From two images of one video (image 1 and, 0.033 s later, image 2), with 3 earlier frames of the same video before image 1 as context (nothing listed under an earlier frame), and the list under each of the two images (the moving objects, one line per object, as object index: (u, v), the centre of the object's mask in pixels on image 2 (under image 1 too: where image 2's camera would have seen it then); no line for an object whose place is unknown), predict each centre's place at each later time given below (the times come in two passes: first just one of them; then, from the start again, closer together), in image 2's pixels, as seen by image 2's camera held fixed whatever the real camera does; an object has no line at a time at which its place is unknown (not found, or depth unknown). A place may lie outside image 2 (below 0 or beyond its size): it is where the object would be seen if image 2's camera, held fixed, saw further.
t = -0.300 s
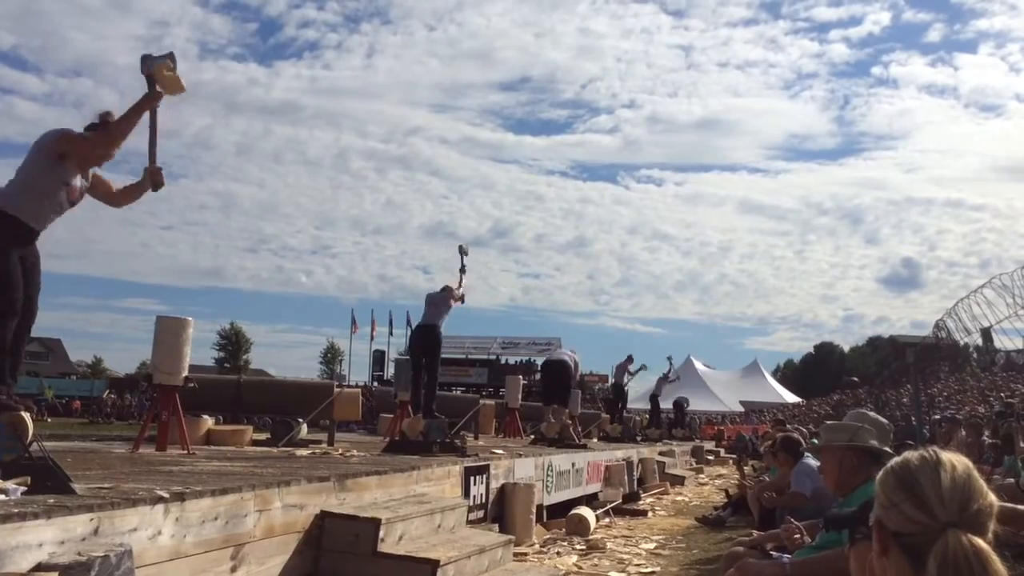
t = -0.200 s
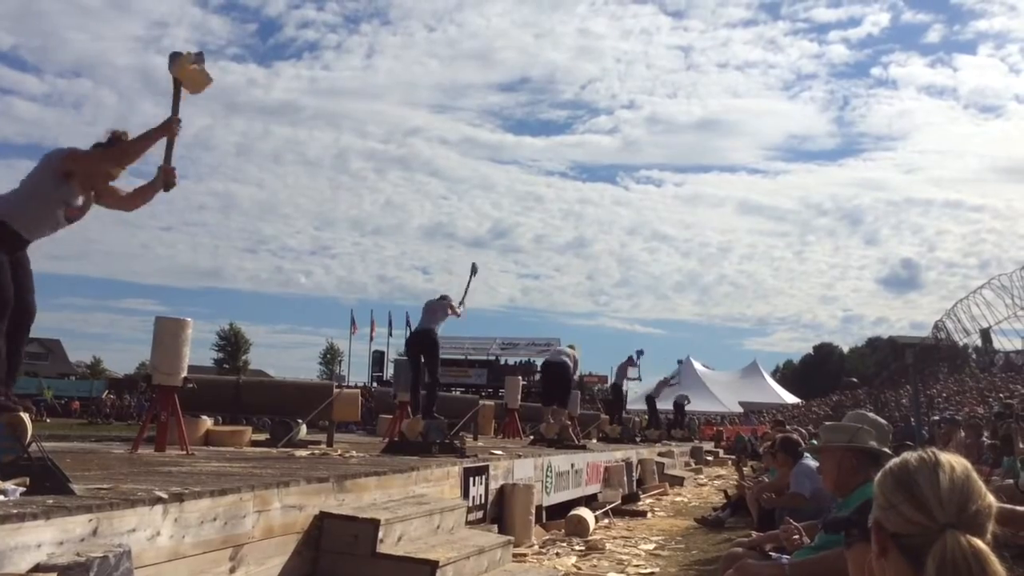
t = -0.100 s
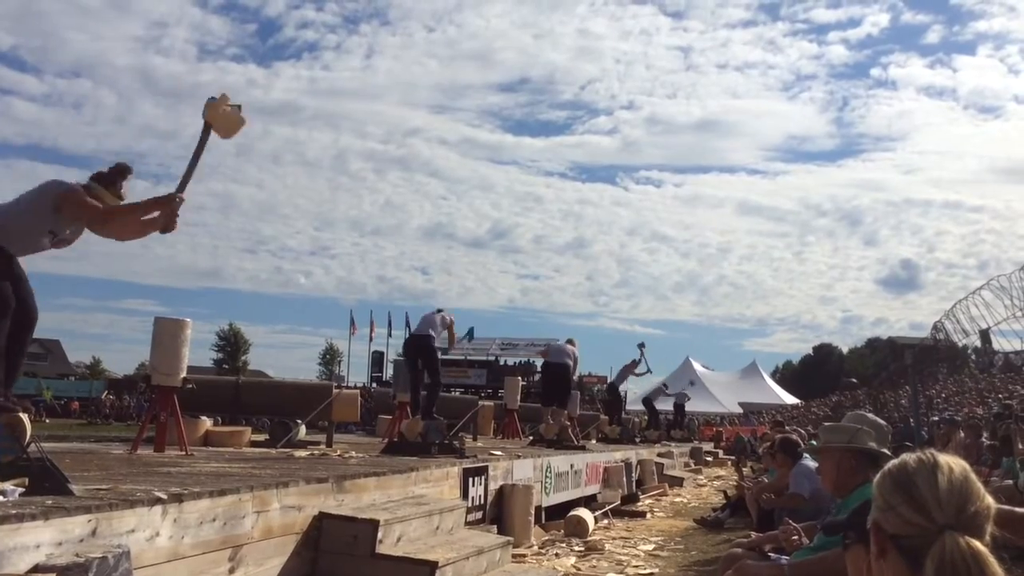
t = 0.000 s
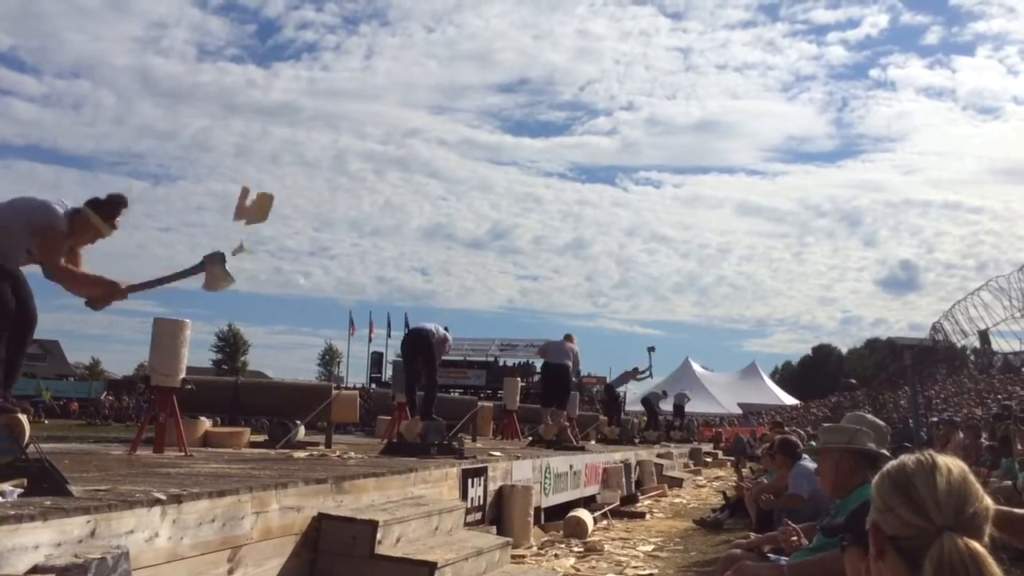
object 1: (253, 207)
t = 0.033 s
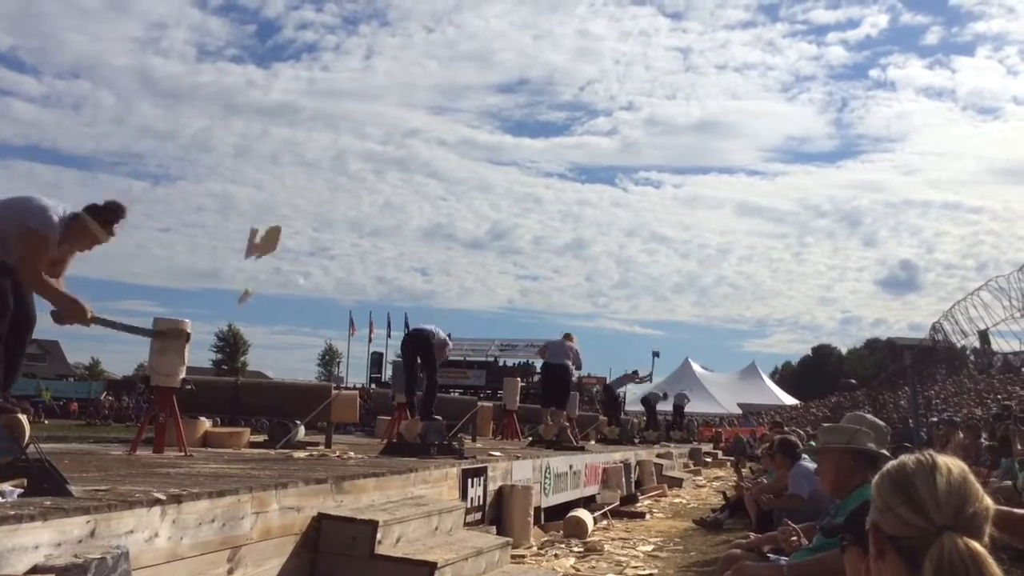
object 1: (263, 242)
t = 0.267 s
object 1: (312, 568)
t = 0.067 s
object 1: (271, 281)
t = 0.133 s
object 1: (288, 365)
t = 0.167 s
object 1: (295, 414)
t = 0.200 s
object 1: (302, 464)
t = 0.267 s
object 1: (312, 568)
